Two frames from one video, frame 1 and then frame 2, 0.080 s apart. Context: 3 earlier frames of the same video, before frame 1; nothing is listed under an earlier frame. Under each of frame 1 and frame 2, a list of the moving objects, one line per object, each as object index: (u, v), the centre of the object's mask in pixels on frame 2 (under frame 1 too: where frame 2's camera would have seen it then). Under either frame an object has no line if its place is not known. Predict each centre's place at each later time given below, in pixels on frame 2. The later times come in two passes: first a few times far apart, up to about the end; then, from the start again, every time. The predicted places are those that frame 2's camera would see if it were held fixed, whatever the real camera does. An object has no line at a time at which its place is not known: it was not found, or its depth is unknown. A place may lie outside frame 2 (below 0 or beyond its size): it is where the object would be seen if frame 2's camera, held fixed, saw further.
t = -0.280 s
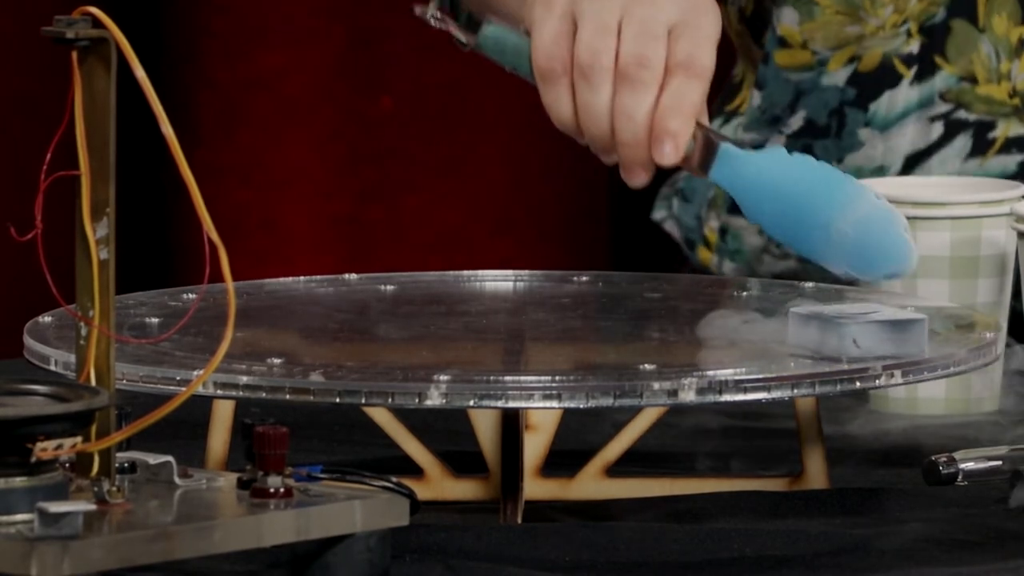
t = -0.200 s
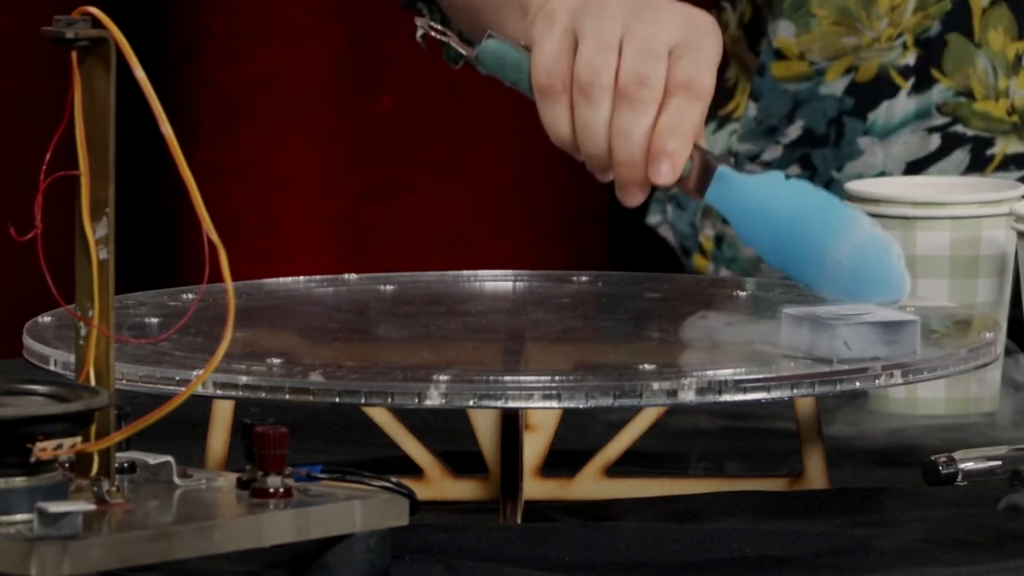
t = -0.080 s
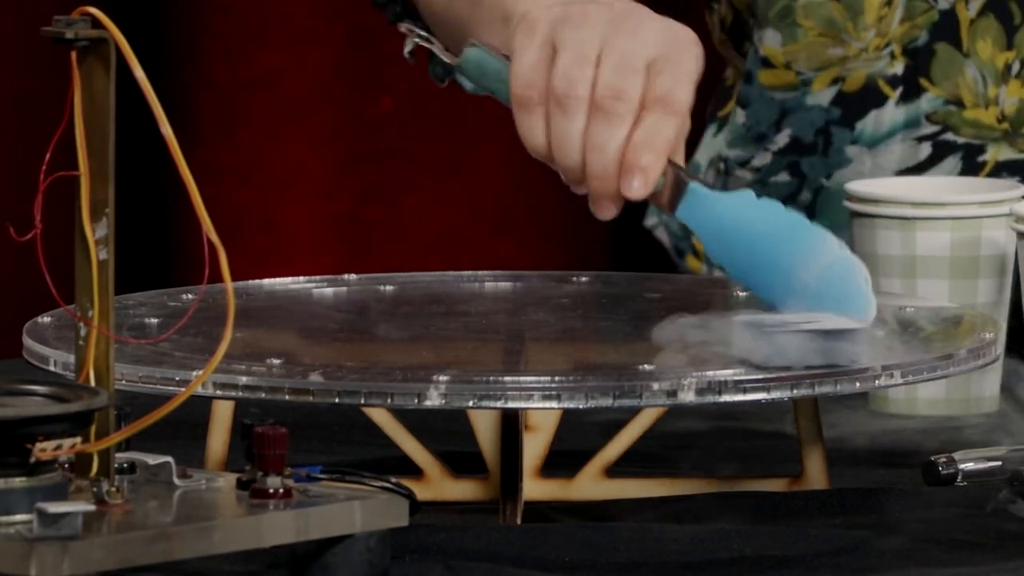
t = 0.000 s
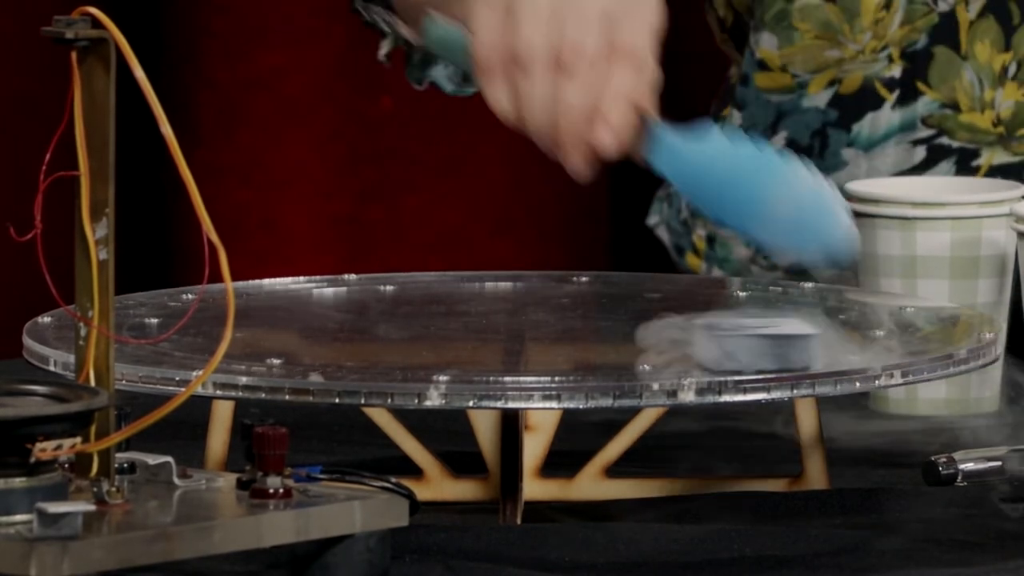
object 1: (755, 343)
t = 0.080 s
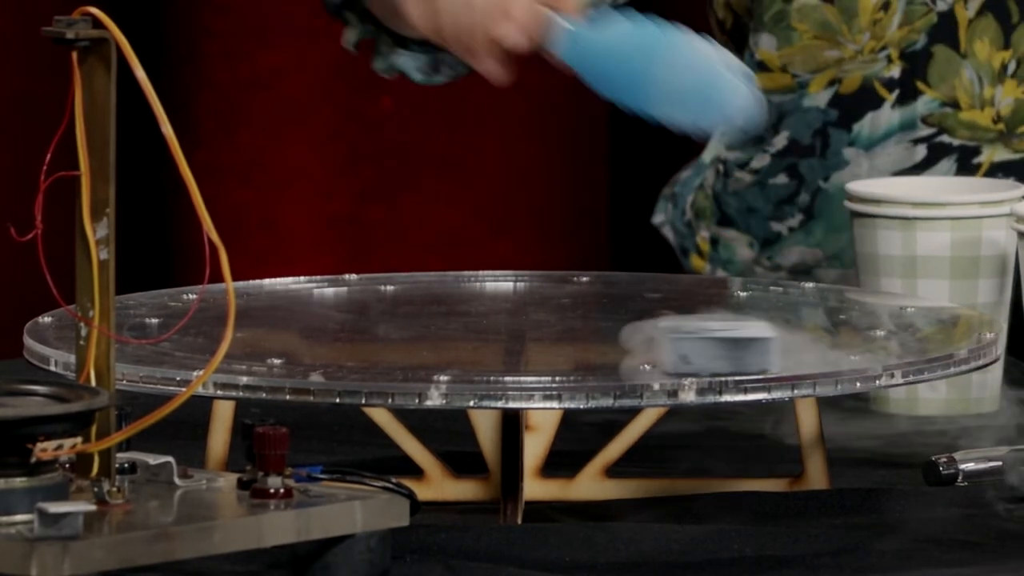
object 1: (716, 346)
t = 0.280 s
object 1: (659, 349)
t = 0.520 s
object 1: (656, 350)
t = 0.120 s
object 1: (700, 346)
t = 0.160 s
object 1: (685, 347)
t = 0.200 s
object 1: (673, 348)
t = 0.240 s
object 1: (664, 349)
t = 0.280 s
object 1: (659, 349)
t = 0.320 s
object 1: (656, 349)
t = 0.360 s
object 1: (654, 350)
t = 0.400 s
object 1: (656, 350)
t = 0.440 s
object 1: (655, 350)
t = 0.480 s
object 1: (656, 350)
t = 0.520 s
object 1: (656, 350)
